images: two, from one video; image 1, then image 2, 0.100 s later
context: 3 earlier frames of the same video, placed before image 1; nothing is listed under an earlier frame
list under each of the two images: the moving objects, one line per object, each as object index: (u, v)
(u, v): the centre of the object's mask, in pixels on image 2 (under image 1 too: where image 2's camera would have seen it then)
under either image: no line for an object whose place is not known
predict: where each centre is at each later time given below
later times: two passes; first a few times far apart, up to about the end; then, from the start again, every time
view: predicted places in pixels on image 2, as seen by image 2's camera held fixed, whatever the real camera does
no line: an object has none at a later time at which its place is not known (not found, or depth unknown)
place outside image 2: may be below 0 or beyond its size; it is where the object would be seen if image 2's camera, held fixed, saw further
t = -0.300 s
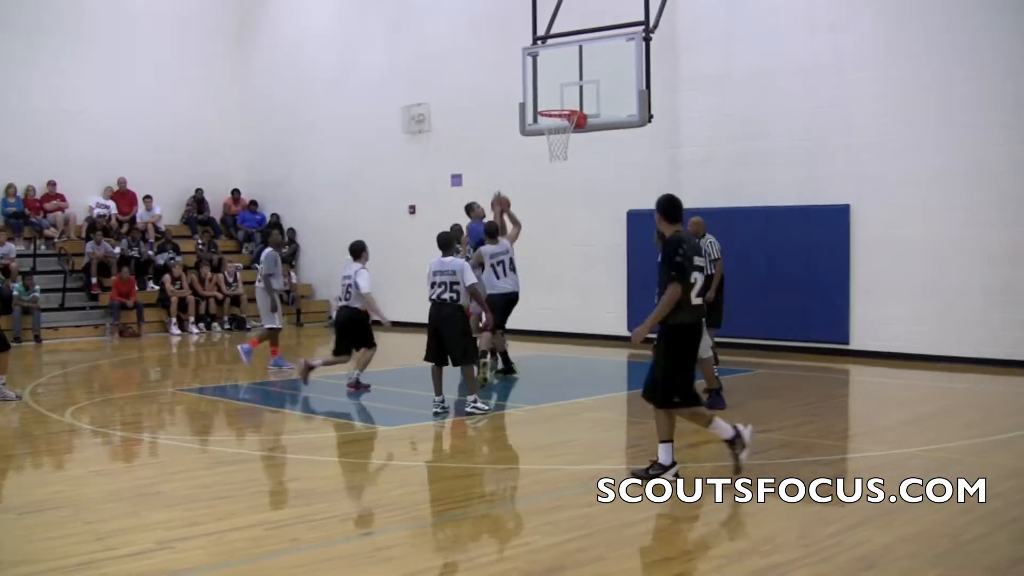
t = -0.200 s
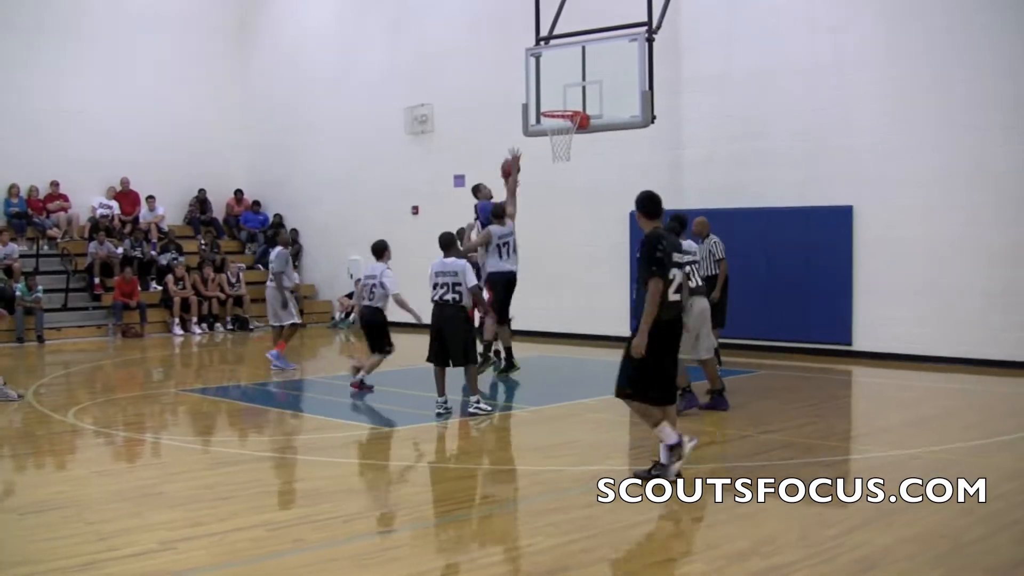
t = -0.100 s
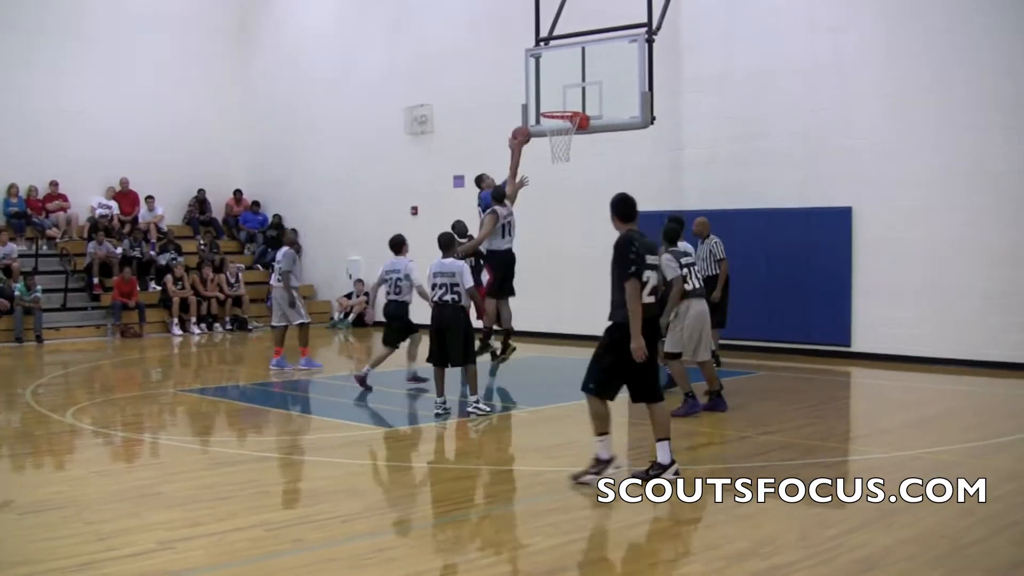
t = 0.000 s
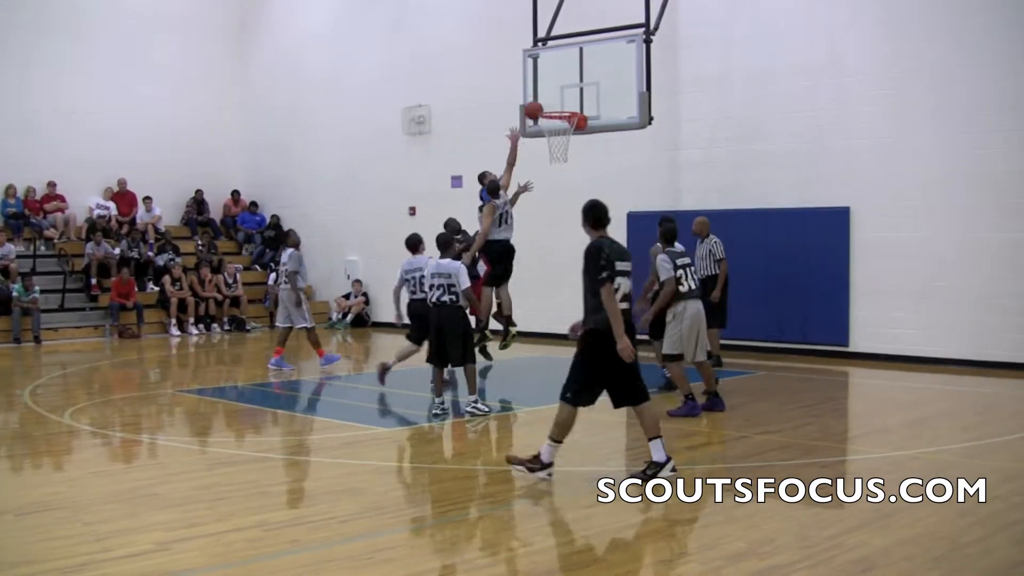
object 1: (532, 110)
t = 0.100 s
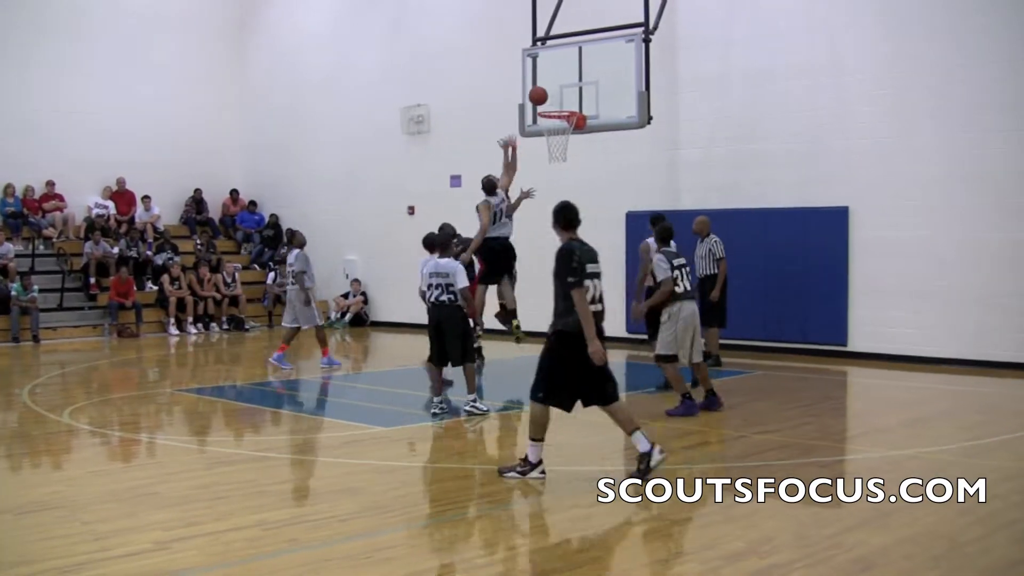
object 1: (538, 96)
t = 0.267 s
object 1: (542, 92)
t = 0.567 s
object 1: (561, 131)
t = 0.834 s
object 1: (579, 194)
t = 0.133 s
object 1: (539, 93)
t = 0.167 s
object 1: (540, 92)
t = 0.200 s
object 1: (541, 91)
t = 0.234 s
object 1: (541, 91)
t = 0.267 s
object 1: (542, 92)
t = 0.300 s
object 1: (543, 93)
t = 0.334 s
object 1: (543, 96)
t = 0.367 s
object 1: (544, 100)
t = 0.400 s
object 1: (545, 104)
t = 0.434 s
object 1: (547, 107)
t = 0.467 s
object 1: (550, 114)
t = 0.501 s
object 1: (553, 118)
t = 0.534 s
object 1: (558, 124)
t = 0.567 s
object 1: (561, 131)
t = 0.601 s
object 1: (565, 138)
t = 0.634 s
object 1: (567, 145)
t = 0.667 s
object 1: (569, 151)
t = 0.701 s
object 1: (571, 158)
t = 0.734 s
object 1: (573, 165)
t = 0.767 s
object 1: (575, 174)
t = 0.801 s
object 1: (577, 183)
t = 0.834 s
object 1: (579, 194)
